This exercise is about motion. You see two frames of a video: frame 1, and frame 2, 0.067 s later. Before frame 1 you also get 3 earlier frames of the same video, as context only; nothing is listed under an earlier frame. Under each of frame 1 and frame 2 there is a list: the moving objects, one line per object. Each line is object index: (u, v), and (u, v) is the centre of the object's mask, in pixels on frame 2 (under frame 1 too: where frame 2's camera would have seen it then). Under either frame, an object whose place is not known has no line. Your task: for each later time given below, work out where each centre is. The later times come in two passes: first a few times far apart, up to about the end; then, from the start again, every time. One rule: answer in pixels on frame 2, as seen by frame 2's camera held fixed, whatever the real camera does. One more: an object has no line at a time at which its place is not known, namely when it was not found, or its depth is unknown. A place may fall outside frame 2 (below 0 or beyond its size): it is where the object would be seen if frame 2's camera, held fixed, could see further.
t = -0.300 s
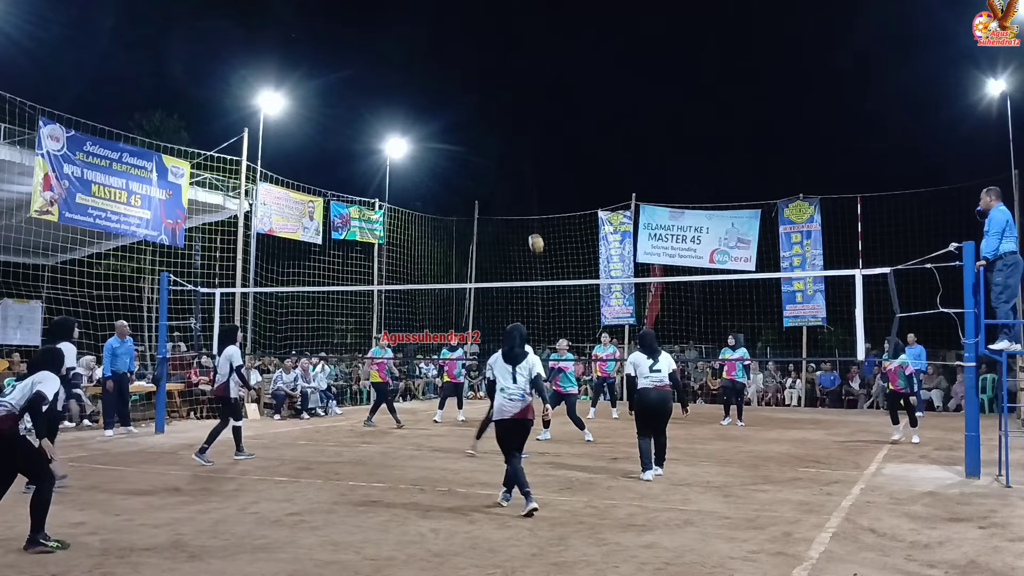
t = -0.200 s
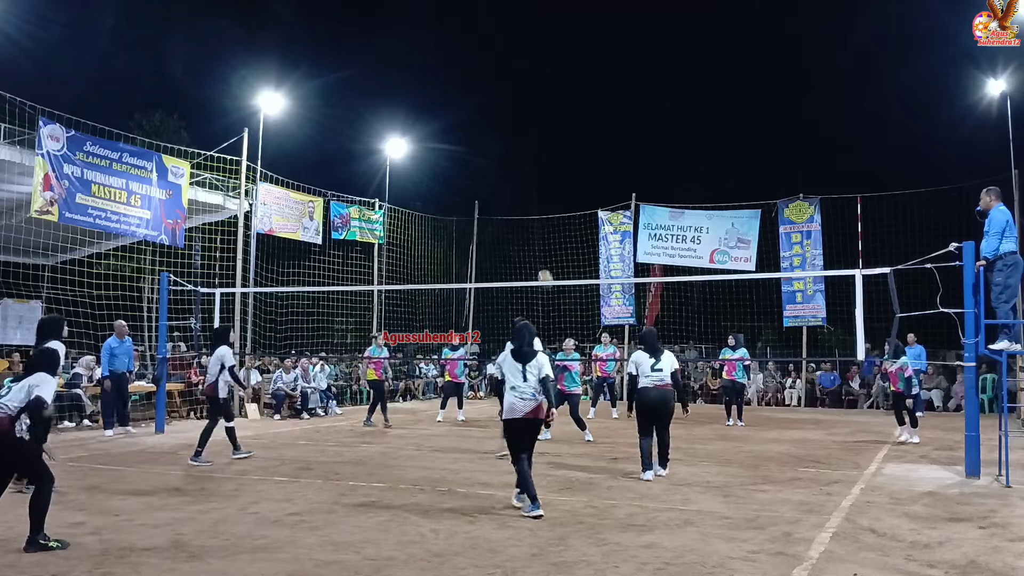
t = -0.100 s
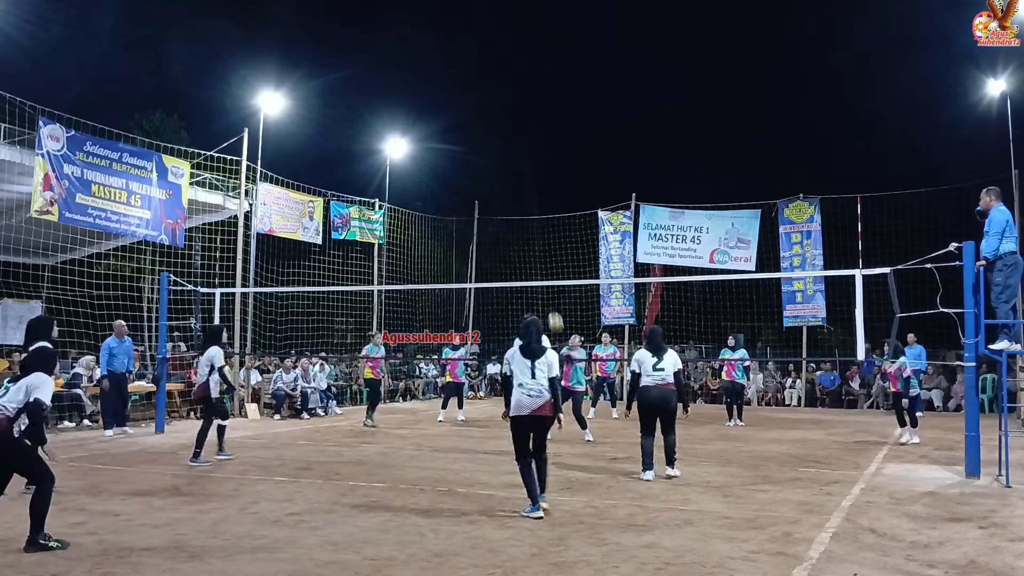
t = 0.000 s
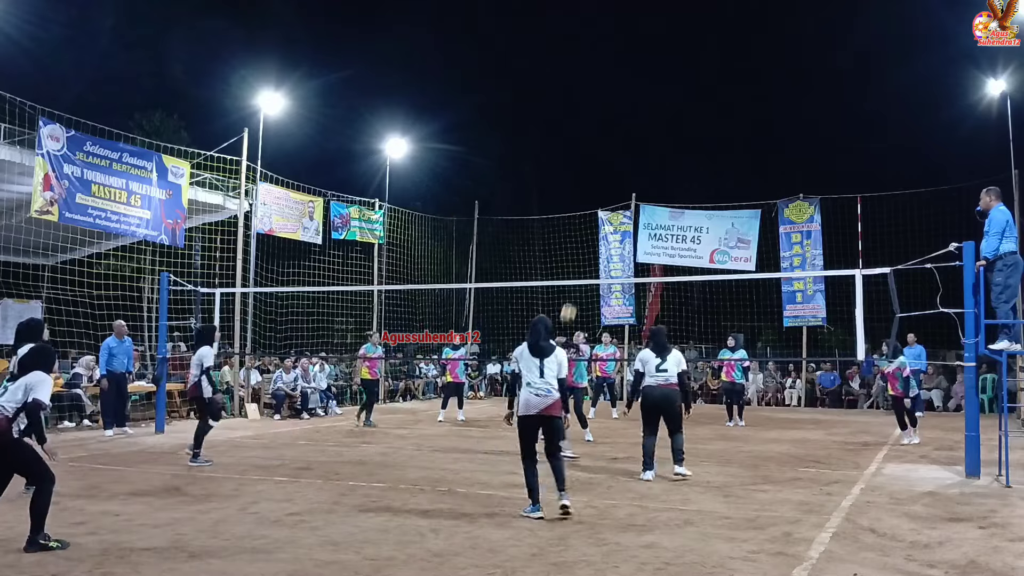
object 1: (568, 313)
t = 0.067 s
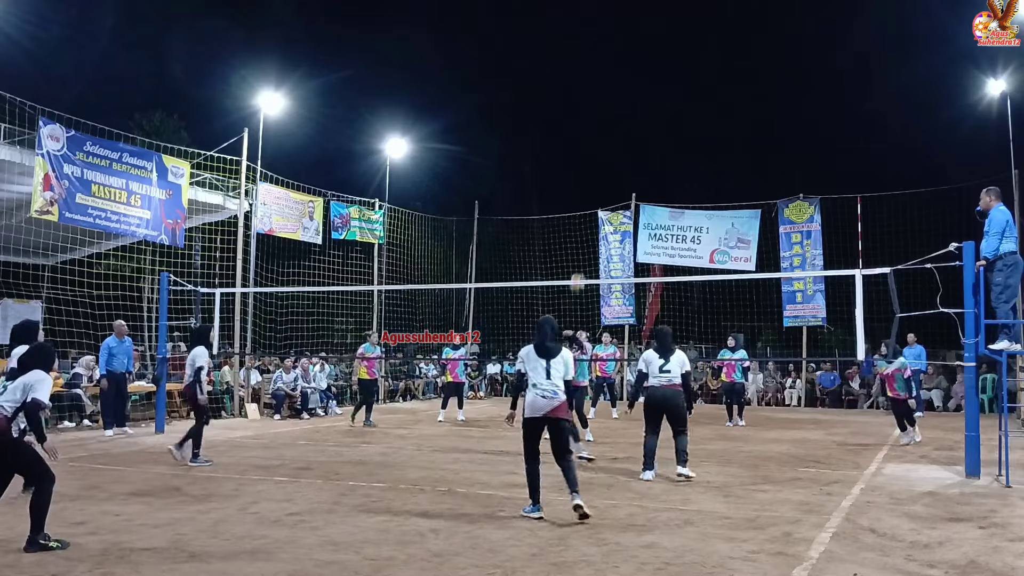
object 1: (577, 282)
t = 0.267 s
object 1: (605, 206)
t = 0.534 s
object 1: (642, 145)
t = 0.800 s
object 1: (679, 133)
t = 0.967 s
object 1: (702, 151)
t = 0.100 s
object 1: (582, 267)
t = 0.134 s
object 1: (587, 254)
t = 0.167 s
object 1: (591, 241)
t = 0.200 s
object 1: (594, 229)
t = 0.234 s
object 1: (599, 216)
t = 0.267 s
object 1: (605, 206)
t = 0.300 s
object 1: (609, 196)
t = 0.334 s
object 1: (614, 186)
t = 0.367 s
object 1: (619, 178)
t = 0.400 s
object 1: (623, 170)
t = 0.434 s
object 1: (628, 162)
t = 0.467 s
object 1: (632, 156)
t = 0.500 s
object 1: (637, 150)
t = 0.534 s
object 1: (642, 145)
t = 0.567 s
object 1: (646, 141)
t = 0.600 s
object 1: (651, 138)
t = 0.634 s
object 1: (655, 135)
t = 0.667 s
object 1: (660, 134)
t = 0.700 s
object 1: (665, 132)
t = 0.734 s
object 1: (669, 132)
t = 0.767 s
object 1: (674, 132)
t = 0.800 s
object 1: (679, 133)
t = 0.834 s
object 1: (683, 135)
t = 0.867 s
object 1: (688, 138)
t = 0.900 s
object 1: (693, 141)
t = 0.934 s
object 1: (698, 146)
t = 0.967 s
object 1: (702, 151)
